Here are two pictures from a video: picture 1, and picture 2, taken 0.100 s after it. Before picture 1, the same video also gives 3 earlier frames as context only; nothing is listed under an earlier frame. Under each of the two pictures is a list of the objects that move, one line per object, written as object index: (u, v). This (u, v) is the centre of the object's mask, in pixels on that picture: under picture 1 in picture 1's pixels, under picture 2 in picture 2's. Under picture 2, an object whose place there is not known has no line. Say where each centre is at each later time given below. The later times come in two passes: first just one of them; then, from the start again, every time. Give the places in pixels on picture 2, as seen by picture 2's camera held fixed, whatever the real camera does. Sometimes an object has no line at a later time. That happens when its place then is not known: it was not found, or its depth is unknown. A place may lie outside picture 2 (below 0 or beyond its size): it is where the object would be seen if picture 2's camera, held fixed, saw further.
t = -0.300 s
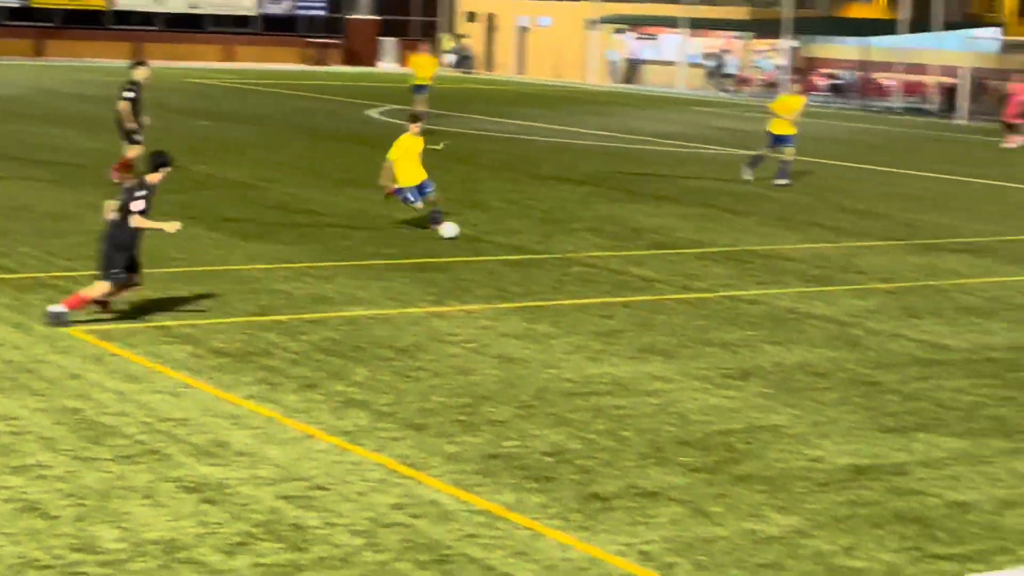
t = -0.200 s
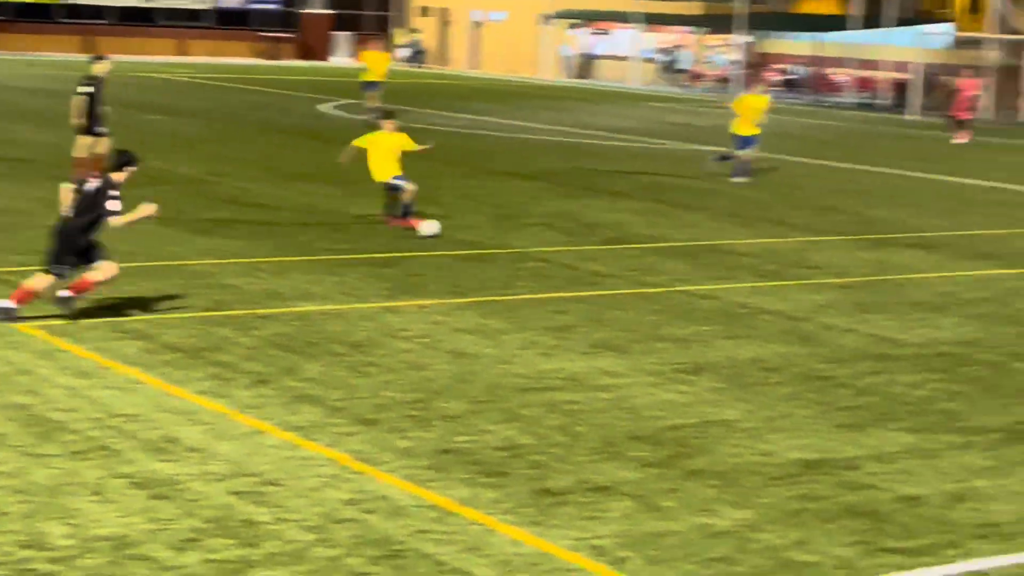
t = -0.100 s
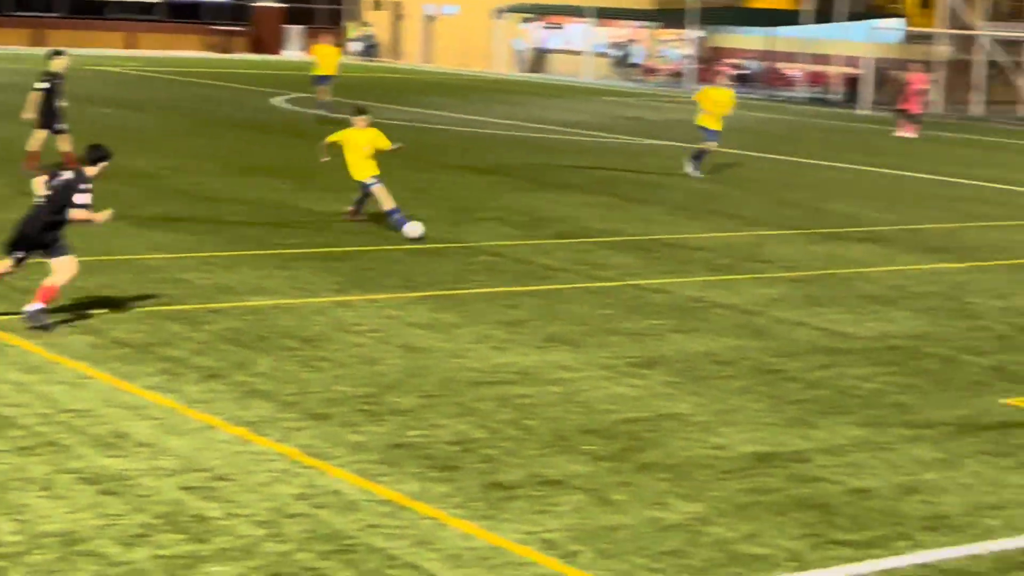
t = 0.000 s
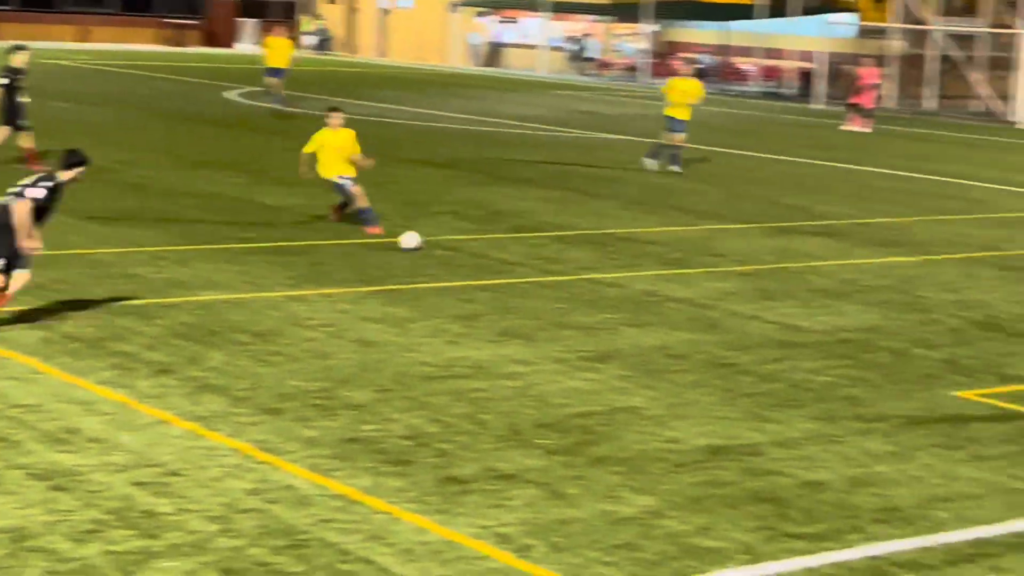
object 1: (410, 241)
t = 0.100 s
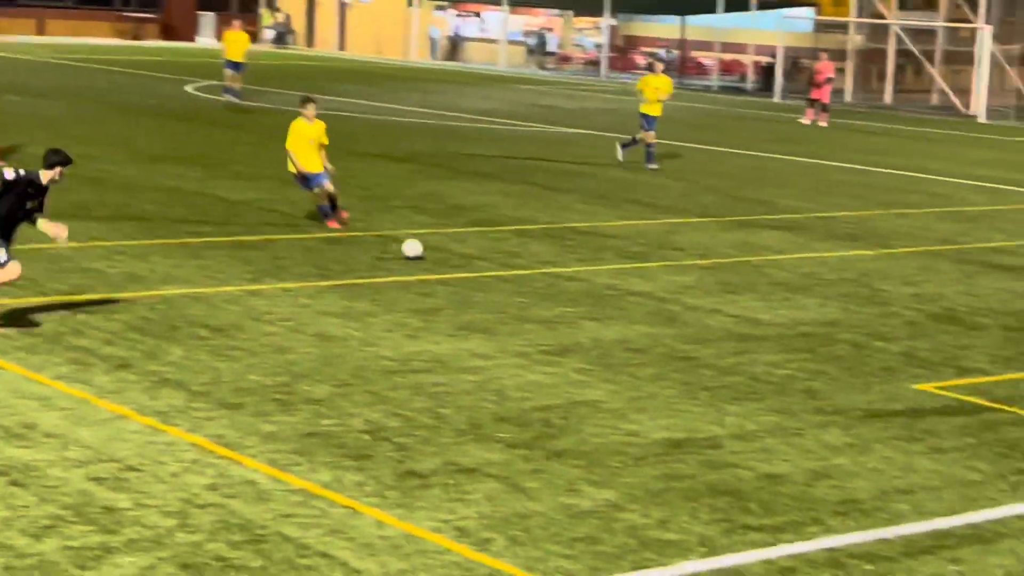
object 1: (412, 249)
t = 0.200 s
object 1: (455, 262)
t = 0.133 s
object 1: (426, 255)
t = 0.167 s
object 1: (441, 259)
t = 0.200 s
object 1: (455, 262)
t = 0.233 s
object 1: (470, 267)
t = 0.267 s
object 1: (483, 273)
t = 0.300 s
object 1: (499, 279)
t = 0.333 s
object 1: (514, 285)
